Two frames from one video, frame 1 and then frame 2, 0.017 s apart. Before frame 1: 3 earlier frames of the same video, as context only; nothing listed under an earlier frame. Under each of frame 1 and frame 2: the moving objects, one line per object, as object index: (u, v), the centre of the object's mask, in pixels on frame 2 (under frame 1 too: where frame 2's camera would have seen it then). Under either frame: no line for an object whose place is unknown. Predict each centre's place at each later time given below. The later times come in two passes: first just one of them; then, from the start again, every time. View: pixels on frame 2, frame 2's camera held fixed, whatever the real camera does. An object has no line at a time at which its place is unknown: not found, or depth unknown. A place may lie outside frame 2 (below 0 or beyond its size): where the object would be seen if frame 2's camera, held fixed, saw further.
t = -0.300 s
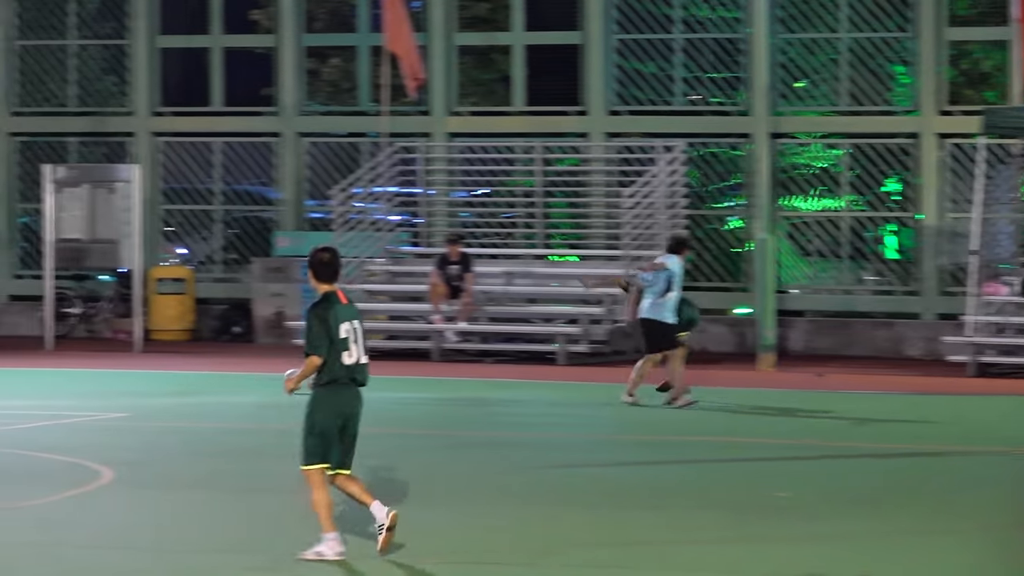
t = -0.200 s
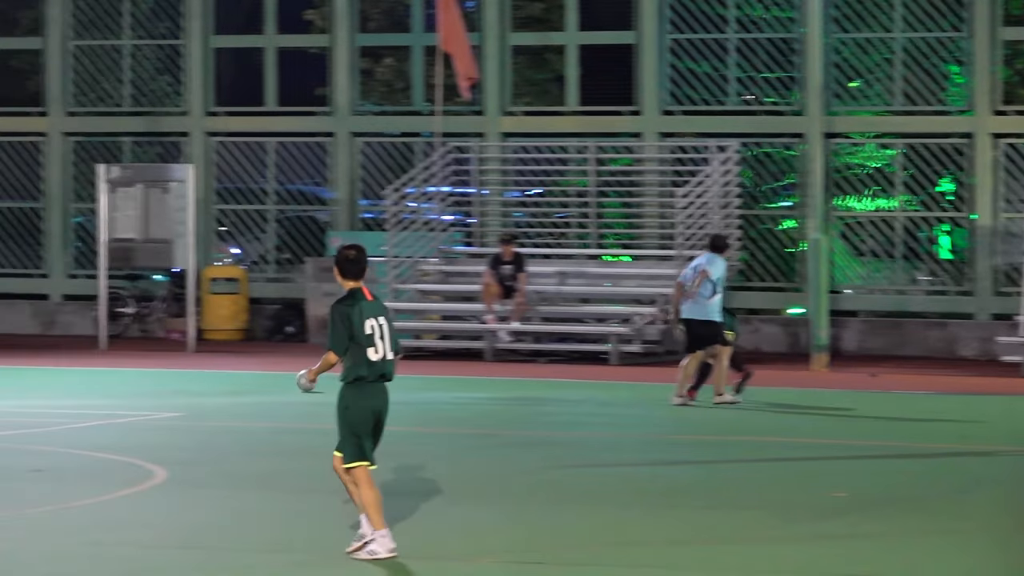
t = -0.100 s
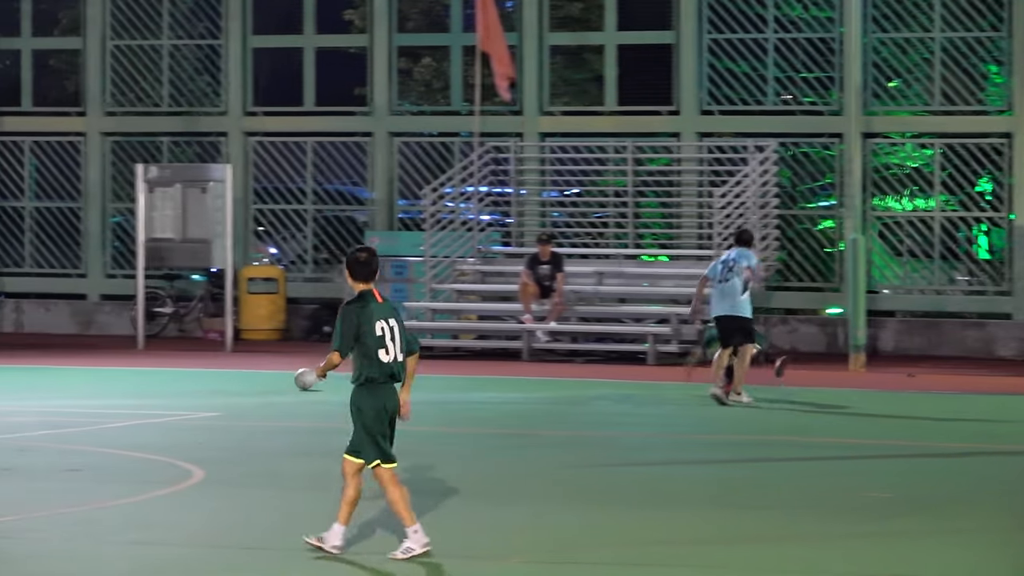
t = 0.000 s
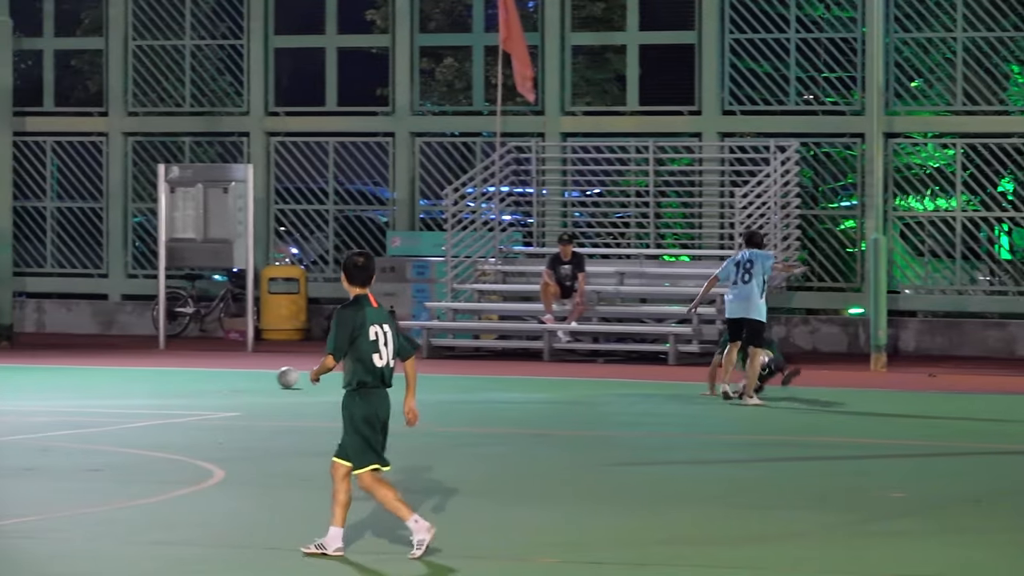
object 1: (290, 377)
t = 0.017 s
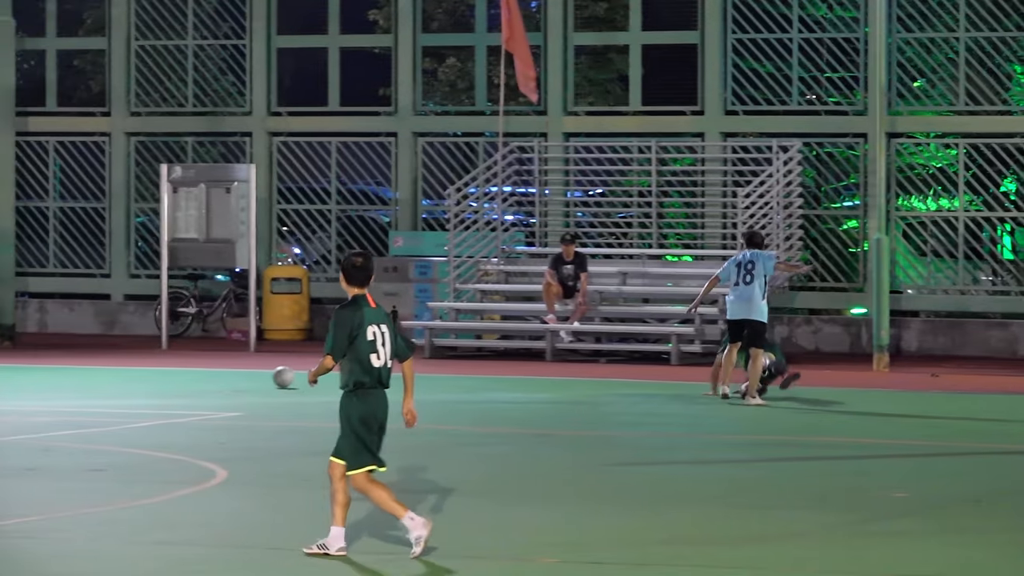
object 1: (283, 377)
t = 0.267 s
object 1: (191, 374)
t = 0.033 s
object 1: (276, 376)
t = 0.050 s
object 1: (270, 375)
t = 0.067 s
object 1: (263, 375)
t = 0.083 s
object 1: (257, 375)
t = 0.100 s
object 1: (251, 375)
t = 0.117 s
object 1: (245, 375)
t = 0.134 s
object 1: (239, 376)
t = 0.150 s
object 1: (233, 375)
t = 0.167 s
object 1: (226, 374)
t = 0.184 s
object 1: (220, 373)
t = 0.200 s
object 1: (214, 373)
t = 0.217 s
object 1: (208, 373)
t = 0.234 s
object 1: (203, 373)
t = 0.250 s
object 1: (197, 374)
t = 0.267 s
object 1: (191, 374)
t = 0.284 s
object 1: (185, 373)
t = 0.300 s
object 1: (179, 373)
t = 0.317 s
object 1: (173, 373)
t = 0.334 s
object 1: (167, 373)
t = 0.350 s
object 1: (161, 373)
